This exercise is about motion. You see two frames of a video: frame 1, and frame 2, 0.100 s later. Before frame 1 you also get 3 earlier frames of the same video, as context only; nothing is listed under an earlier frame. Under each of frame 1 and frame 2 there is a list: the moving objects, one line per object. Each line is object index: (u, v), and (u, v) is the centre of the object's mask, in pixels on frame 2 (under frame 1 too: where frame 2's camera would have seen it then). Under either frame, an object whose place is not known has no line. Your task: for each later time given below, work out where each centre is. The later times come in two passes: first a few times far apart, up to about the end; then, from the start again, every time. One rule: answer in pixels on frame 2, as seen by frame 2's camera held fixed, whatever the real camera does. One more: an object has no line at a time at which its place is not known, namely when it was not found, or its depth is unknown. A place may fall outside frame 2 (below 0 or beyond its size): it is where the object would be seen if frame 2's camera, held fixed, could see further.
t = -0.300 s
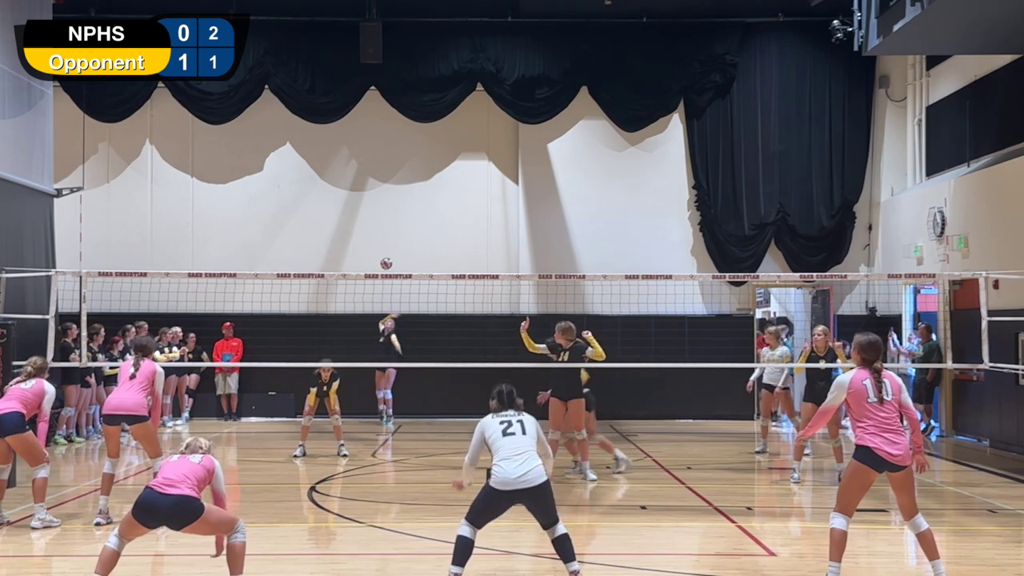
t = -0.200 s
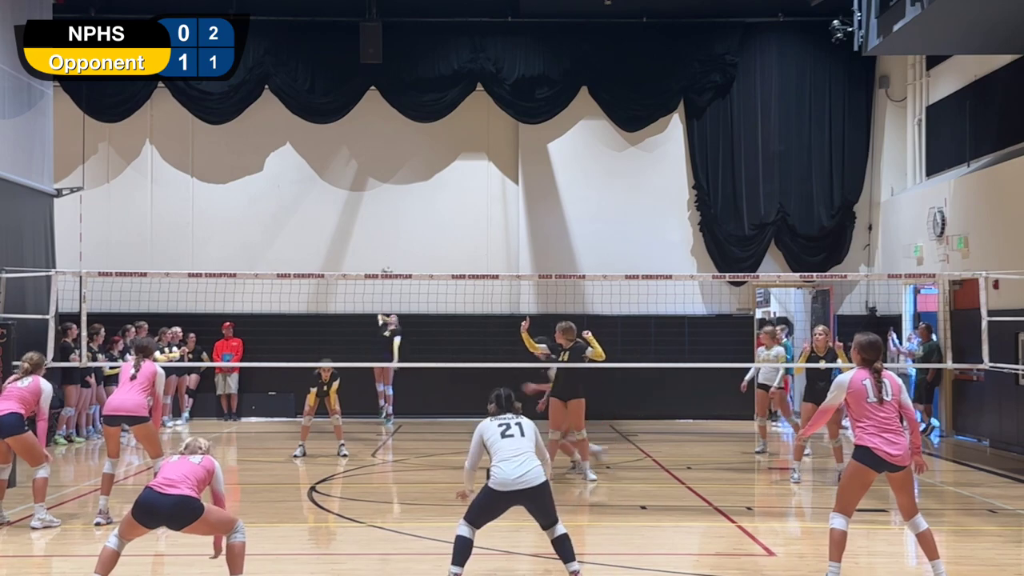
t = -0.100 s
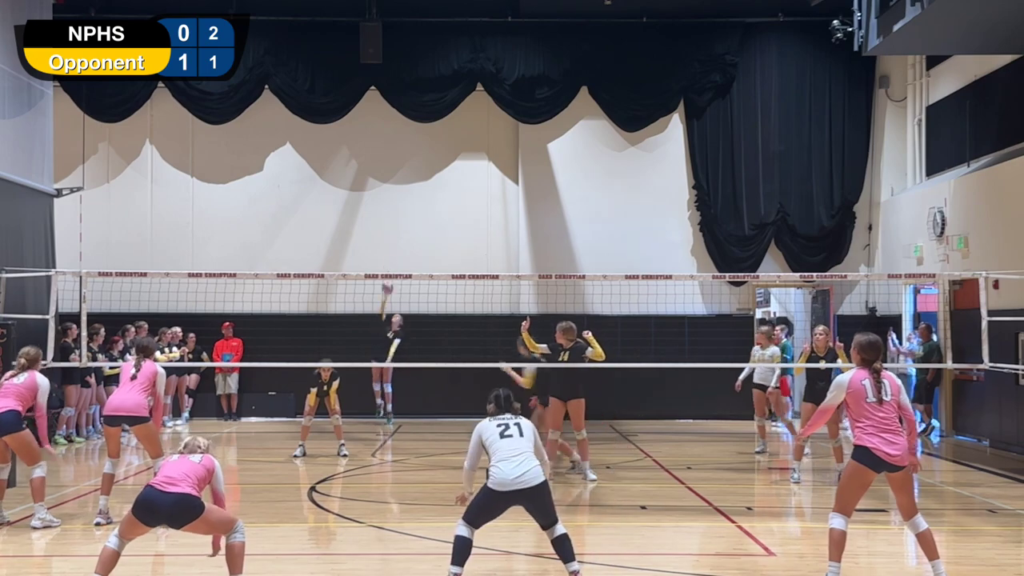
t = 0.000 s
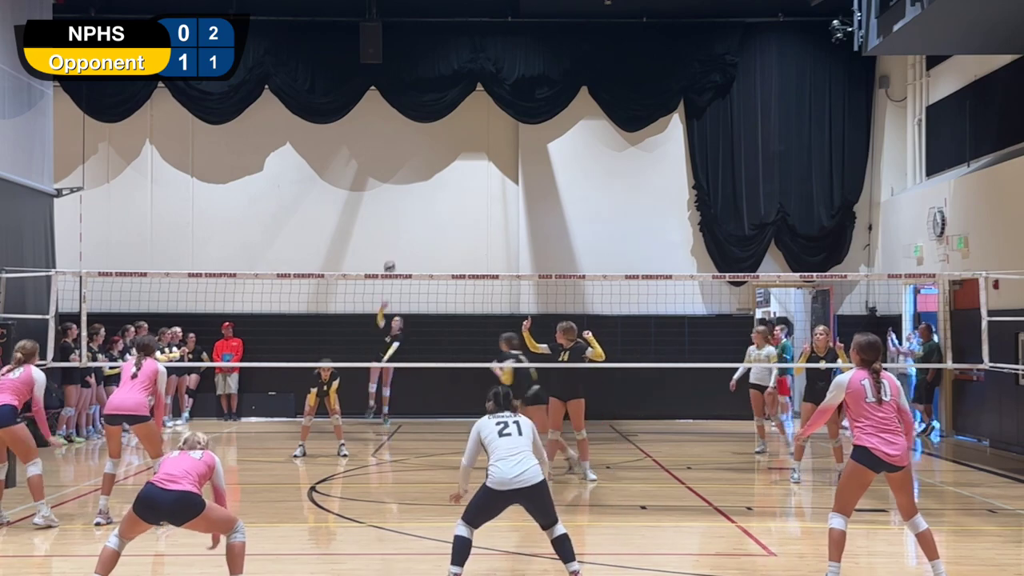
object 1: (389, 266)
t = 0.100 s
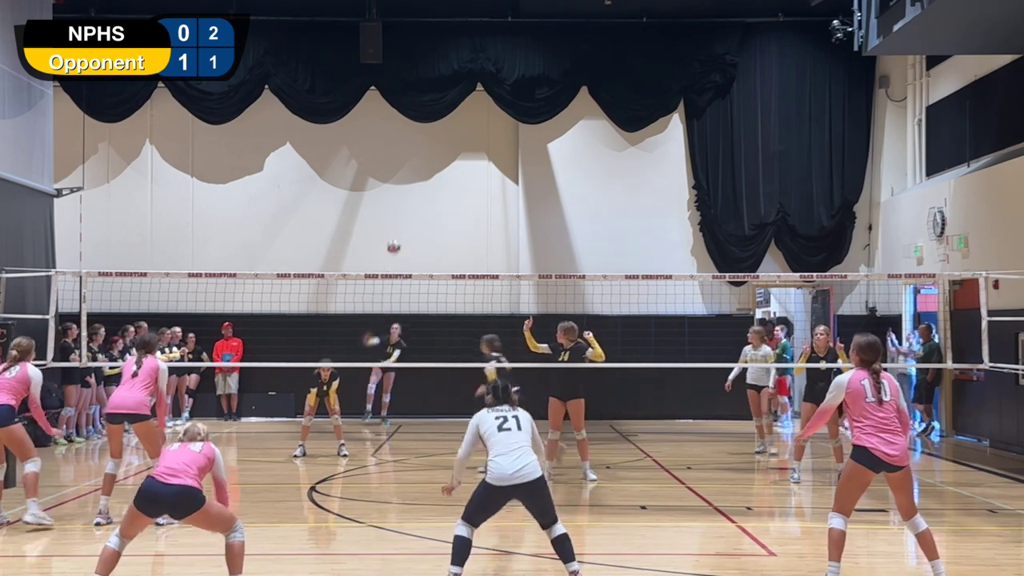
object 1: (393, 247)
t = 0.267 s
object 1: (401, 222)
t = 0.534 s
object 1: (409, 221)
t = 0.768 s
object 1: (405, 281)
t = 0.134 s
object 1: (395, 241)
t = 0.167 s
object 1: (396, 236)
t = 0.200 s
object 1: (398, 231)
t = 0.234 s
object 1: (400, 227)
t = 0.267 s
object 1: (401, 222)
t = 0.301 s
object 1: (403, 219)
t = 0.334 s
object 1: (404, 217)
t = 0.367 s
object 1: (405, 215)
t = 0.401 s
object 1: (406, 215)
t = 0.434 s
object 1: (407, 215)
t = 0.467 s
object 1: (408, 216)
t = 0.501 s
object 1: (408, 218)
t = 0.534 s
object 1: (409, 221)
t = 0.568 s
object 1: (409, 225)
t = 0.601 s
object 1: (409, 232)
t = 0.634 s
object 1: (408, 238)
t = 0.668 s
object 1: (408, 246)
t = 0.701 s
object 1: (407, 256)
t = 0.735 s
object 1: (407, 268)
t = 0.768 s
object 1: (405, 281)
